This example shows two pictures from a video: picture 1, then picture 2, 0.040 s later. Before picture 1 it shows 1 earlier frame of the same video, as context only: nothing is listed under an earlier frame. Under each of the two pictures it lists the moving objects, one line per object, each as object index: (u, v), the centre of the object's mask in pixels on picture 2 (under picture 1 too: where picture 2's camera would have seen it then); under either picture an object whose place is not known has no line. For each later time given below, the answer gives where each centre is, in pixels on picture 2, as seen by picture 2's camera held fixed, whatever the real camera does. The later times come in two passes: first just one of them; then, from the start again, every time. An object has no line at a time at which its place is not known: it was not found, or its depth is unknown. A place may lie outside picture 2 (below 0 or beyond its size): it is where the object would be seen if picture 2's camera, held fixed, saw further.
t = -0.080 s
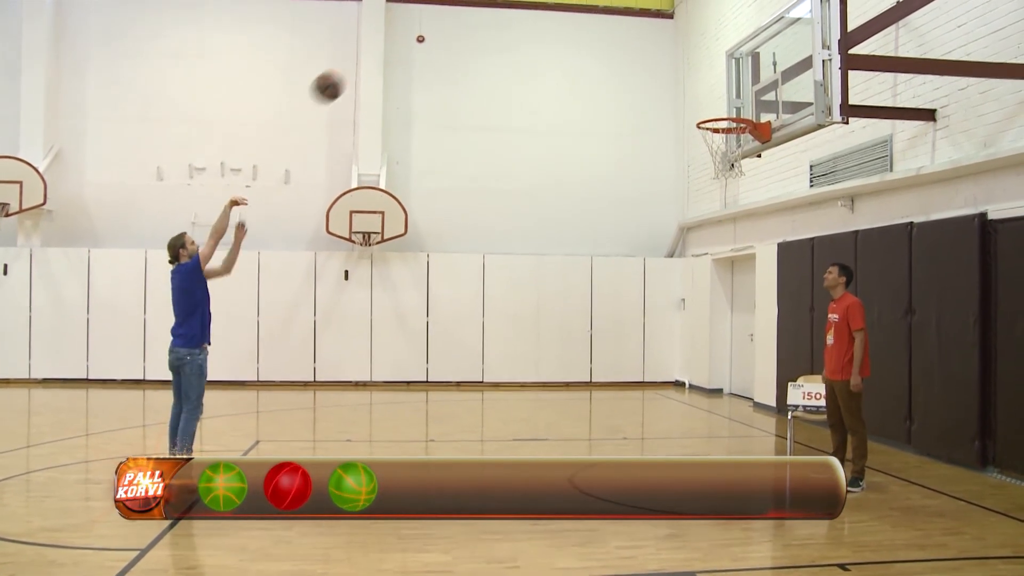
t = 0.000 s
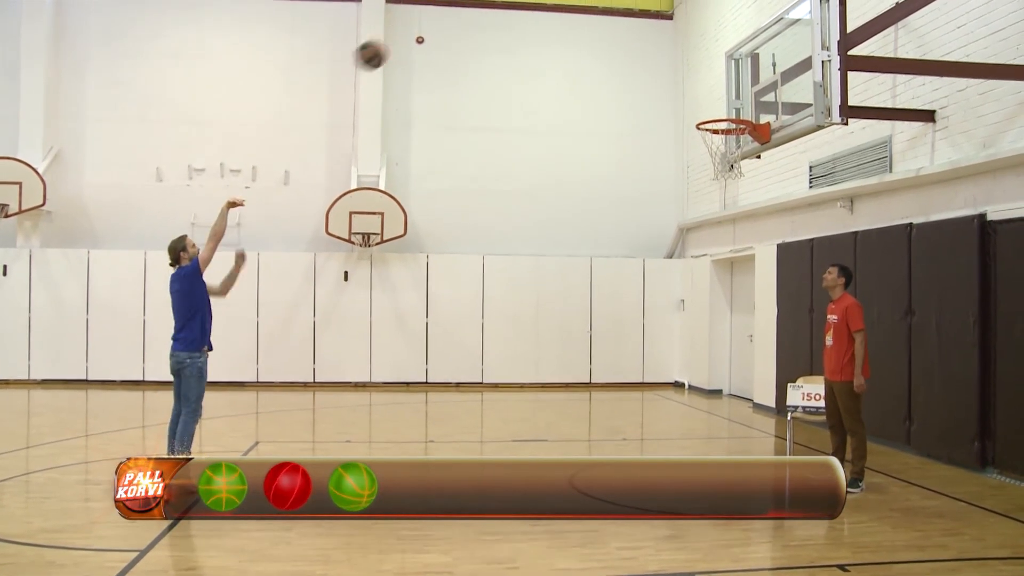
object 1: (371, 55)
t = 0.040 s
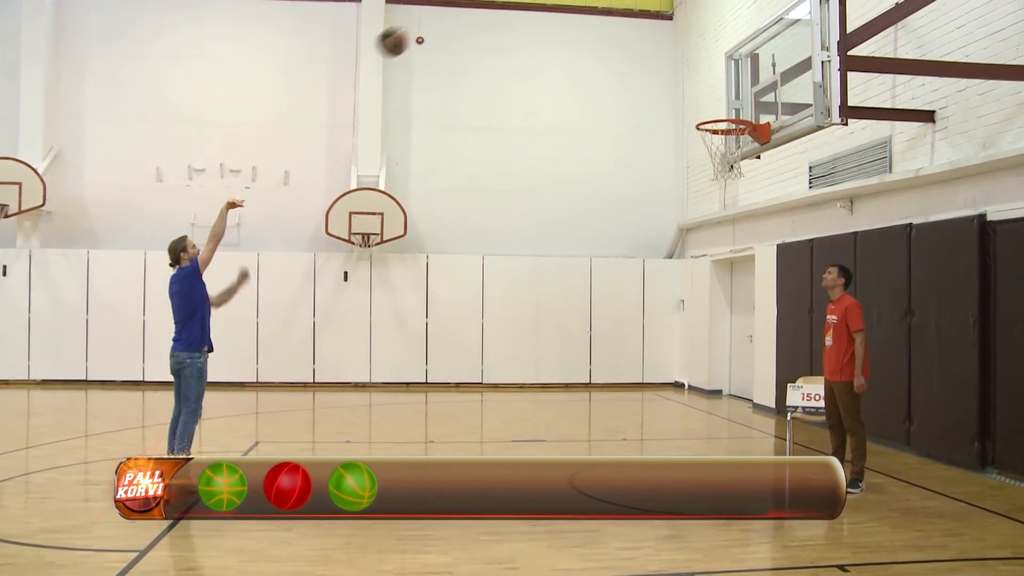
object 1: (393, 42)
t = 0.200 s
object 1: (476, 10)
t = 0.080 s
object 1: (414, 31)
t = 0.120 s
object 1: (435, 22)
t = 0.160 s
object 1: (456, 13)
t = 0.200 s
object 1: (476, 10)
